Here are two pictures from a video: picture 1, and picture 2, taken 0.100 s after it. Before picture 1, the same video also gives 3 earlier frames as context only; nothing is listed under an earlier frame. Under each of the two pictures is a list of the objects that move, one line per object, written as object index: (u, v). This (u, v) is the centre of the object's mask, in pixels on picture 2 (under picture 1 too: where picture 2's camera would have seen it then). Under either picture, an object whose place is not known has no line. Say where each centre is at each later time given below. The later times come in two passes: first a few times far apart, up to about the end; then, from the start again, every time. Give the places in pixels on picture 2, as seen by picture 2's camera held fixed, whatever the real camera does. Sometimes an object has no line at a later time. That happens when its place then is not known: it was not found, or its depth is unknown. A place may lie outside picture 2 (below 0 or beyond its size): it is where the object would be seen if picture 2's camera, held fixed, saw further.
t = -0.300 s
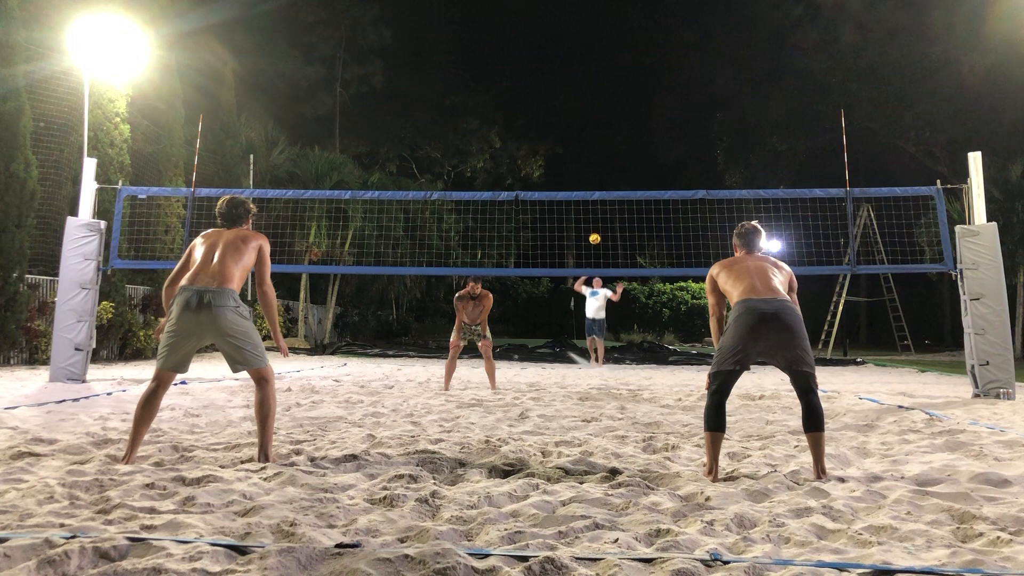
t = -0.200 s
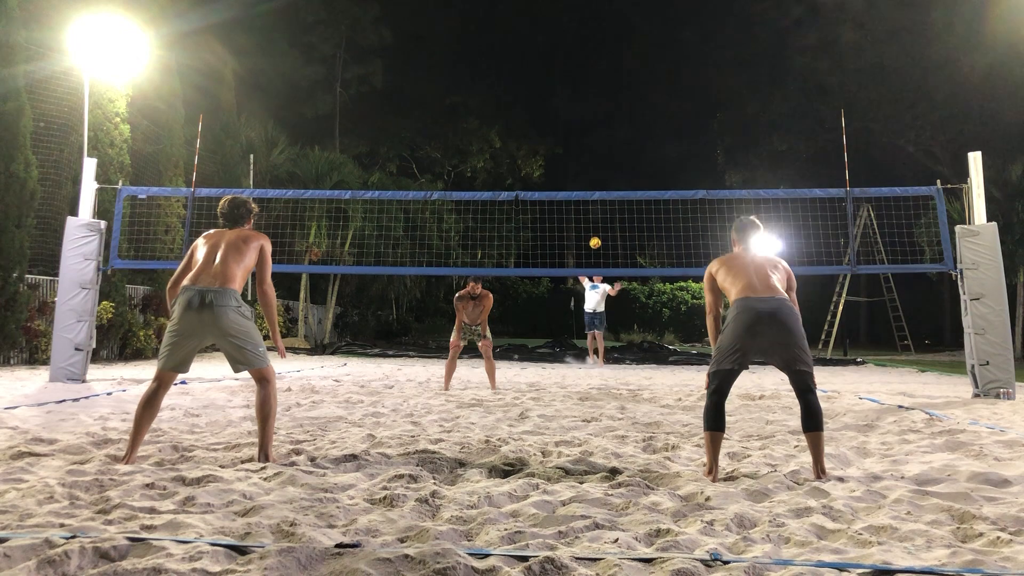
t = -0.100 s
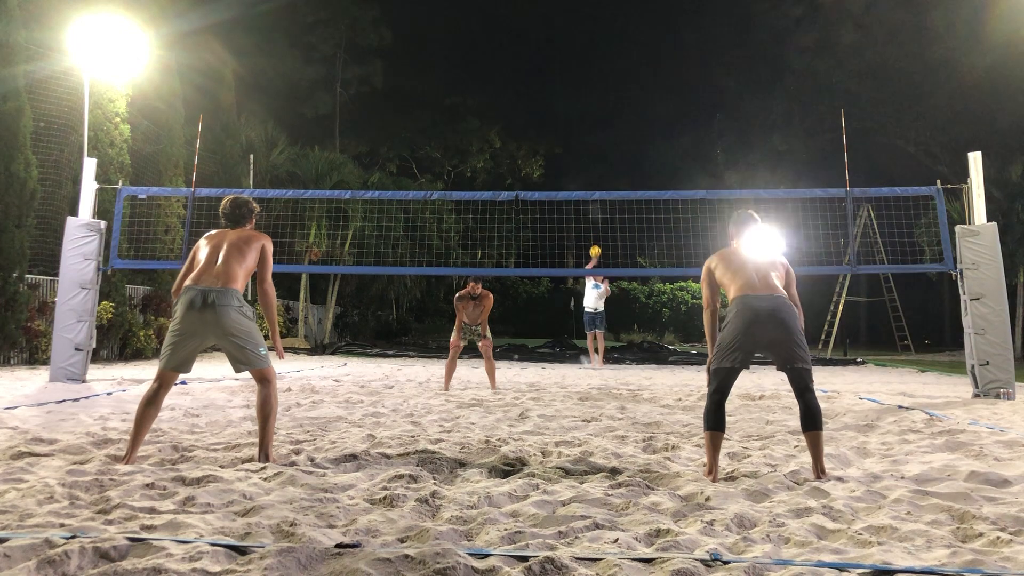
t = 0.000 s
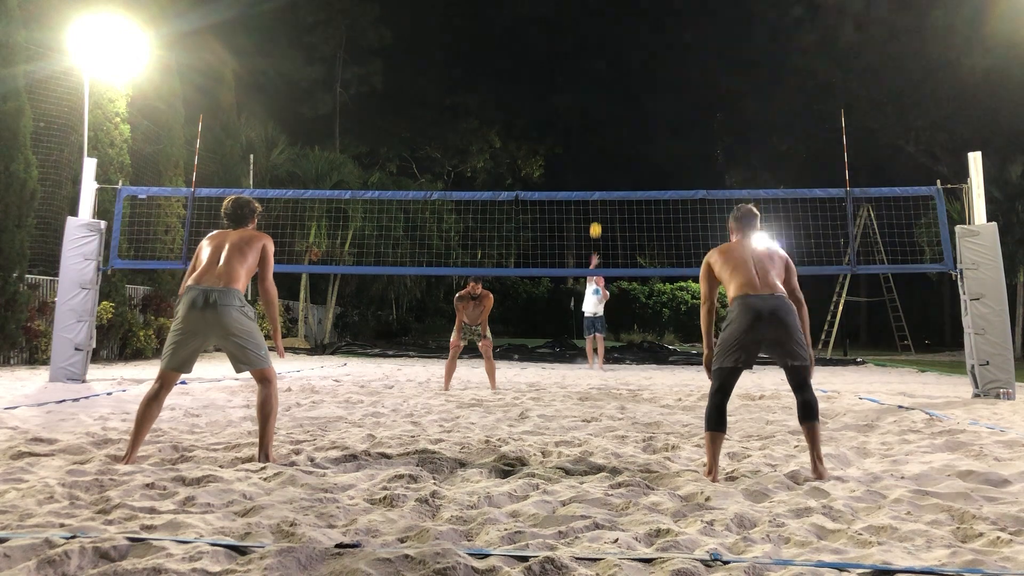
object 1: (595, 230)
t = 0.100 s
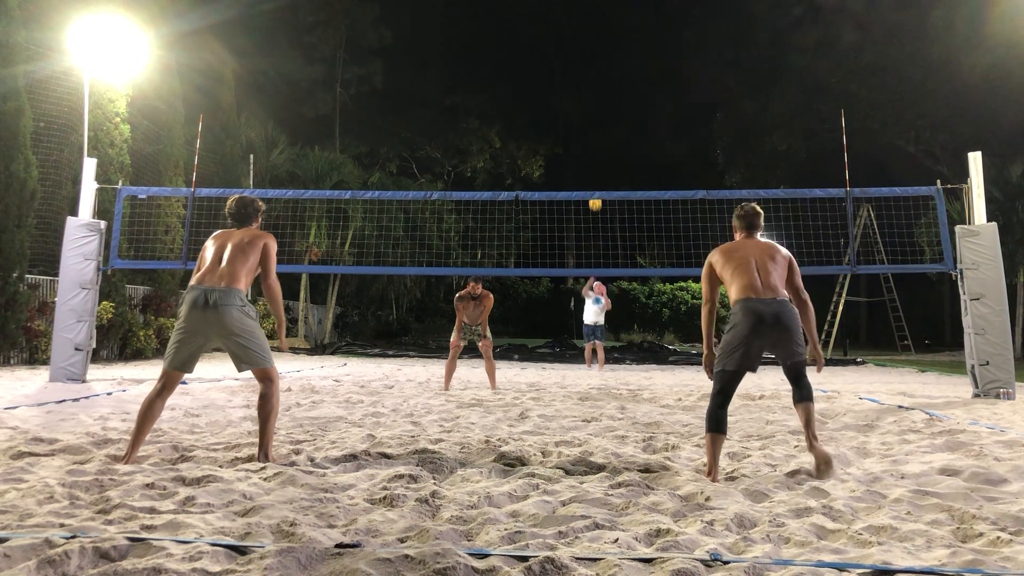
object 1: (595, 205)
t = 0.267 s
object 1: (591, 165)
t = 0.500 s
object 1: (579, 133)
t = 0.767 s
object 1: (555, 156)
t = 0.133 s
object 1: (595, 189)
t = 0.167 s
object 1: (594, 185)
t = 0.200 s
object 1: (593, 178)
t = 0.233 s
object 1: (592, 171)
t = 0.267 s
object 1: (591, 165)
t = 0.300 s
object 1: (590, 158)
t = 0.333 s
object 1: (589, 152)
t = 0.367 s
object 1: (587, 147)
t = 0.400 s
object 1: (586, 142)
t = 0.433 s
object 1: (584, 138)
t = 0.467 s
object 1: (581, 135)
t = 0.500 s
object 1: (579, 133)
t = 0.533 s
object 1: (576, 132)
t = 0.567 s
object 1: (574, 131)
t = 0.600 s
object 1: (571, 132)
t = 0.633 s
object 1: (568, 134)
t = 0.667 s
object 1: (565, 138)
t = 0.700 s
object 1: (562, 142)
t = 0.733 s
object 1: (559, 148)
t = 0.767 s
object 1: (555, 156)
